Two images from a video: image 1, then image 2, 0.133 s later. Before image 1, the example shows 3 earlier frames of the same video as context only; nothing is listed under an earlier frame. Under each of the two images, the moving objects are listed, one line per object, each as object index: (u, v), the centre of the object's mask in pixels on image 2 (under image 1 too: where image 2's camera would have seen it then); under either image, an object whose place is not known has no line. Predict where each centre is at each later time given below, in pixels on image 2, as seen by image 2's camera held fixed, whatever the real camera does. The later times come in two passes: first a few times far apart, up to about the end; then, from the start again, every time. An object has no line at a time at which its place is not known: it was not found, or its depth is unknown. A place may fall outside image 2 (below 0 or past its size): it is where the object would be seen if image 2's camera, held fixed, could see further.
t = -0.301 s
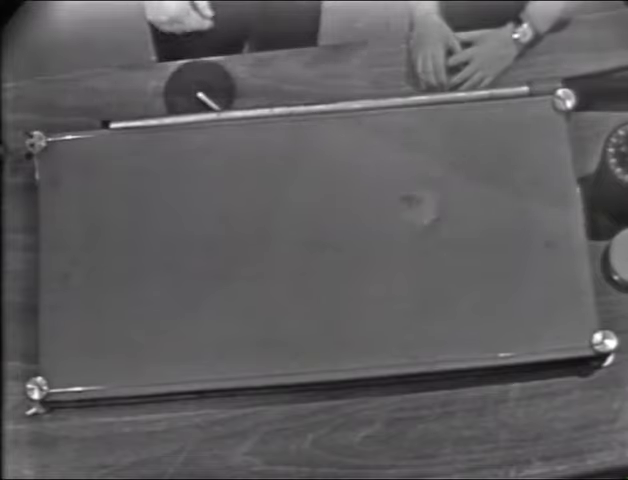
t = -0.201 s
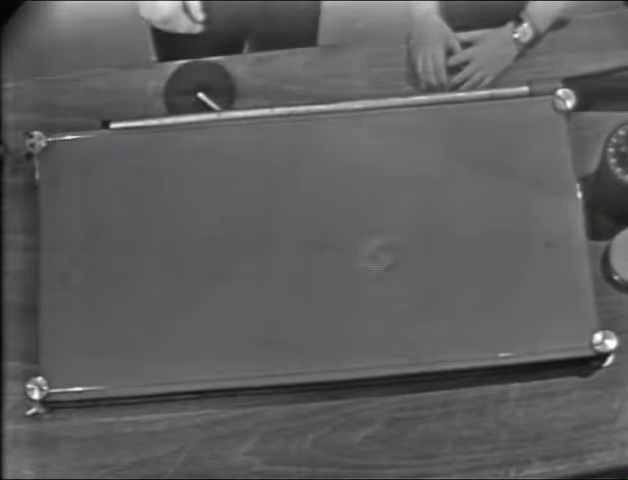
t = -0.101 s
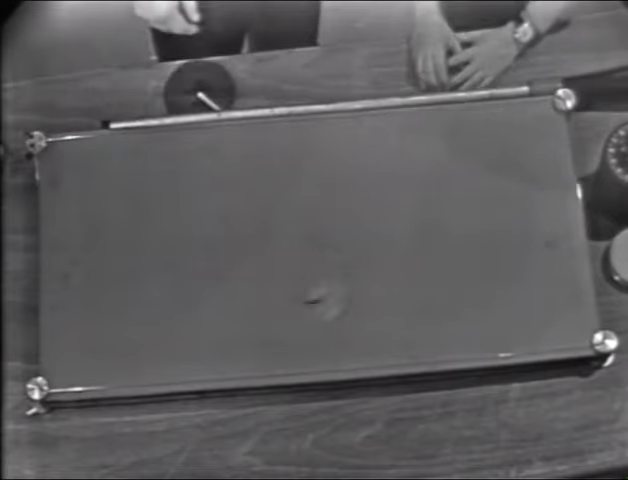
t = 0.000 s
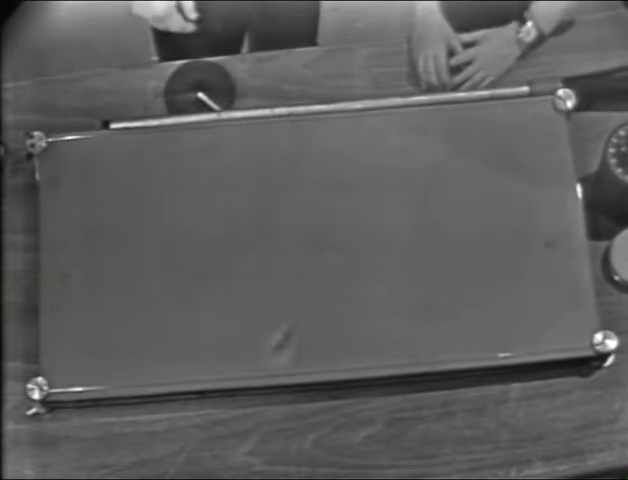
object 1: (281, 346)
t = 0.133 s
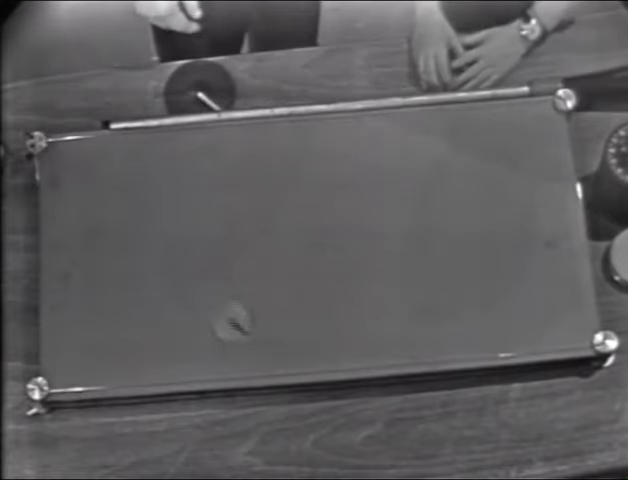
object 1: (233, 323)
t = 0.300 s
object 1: (186, 264)
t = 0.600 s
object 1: (108, 164)
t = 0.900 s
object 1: (59, 226)
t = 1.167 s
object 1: (99, 300)
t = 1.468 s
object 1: (155, 351)
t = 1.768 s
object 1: (217, 267)
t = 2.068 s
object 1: (270, 189)
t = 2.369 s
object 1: (320, 159)
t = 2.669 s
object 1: (354, 228)
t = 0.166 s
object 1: (222, 311)
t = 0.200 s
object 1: (212, 296)
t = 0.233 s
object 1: (202, 286)
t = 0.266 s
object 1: (194, 278)
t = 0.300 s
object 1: (186, 264)
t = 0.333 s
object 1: (177, 252)
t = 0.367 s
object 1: (167, 238)
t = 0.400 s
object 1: (160, 227)
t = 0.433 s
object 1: (150, 216)
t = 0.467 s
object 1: (141, 207)
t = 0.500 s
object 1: (134, 197)
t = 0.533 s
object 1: (124, 186)
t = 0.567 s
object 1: (116, 176)
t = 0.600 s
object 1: (108, 164)
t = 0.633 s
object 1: (100, 155)
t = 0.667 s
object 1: (94, 158)
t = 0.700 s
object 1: (93, 168)
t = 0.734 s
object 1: (85, 177)
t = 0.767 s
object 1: (80, 188)
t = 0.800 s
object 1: (76, 199)
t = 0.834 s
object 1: (74, 206)
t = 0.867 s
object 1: (66, 219)
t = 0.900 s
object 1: (59, 226)
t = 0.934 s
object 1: (63, 242)
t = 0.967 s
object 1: (65, 249)
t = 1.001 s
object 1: (71, 257)
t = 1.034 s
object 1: (75, 268)
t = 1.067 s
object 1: (80, 275)
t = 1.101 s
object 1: (86, 283)
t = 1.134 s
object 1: (93, 291)
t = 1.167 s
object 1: (99, 300)
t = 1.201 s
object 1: (106, 310)
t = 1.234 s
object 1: (112, 319)
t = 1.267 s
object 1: (117, 328)
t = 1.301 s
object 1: (123, 337)
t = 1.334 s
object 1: (128, 347)
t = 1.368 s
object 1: (133, 356)
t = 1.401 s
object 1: (140, 365)
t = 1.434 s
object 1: (148, 361)
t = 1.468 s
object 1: (155, 351)
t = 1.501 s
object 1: (160, 343)
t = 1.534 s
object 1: (167, 331)
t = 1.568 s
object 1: (174, 322)
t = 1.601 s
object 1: (183, 312)
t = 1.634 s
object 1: (187, 305)
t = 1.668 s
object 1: (195, 296)
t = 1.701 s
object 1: (202, 285)
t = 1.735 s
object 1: (210, 276)
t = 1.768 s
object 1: (217, 267)
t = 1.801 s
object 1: (223, 259)
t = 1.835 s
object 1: (228, 251)
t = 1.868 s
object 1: (235, 243)
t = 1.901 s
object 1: (241, 232)
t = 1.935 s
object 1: (247, 223)
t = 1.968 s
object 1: (253, 214)
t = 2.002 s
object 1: (260, 207)
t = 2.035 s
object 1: (265, 197)
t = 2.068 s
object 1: (270, 189)
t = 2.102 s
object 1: (277, 180)
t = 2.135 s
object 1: (284, 171)
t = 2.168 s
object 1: (290, 162)
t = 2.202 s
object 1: (296, 155)
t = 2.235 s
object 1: (304, 148)
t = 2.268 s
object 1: (309, 139)
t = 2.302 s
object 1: (313, 142)
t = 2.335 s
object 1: (314, 150)
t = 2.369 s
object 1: (320, 159)
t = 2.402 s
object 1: (323, 166)
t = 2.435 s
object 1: (327, 174)
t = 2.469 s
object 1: (331, 181)
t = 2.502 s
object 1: (335, 189)
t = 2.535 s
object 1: (339, 197)
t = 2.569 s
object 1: (342, 204)
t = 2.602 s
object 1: (346, 211)
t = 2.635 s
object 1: (350, 219)
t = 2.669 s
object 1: (354, 228)
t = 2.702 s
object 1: (357, 235)
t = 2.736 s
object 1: (362, 242)
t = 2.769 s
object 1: (365, 250)
